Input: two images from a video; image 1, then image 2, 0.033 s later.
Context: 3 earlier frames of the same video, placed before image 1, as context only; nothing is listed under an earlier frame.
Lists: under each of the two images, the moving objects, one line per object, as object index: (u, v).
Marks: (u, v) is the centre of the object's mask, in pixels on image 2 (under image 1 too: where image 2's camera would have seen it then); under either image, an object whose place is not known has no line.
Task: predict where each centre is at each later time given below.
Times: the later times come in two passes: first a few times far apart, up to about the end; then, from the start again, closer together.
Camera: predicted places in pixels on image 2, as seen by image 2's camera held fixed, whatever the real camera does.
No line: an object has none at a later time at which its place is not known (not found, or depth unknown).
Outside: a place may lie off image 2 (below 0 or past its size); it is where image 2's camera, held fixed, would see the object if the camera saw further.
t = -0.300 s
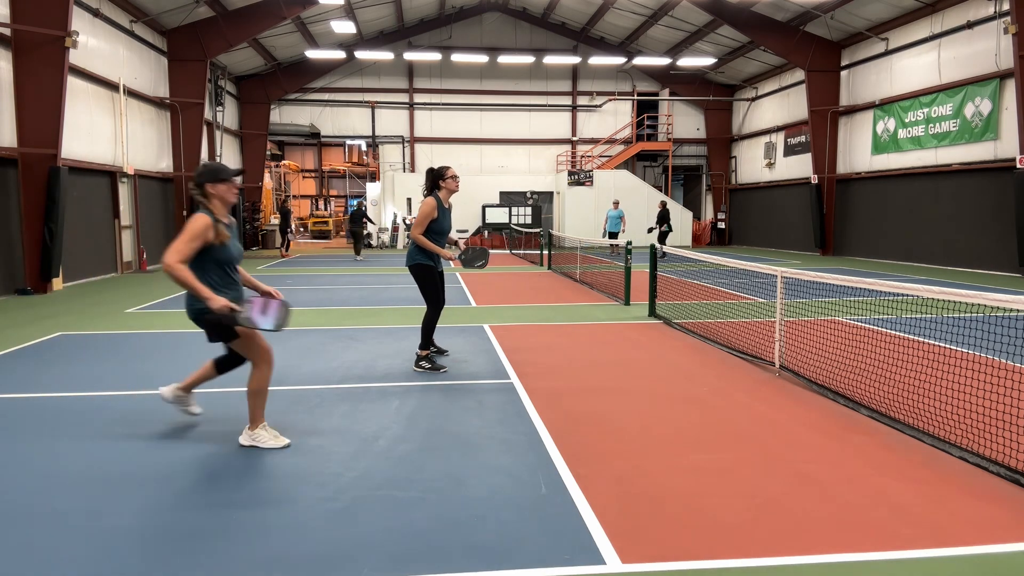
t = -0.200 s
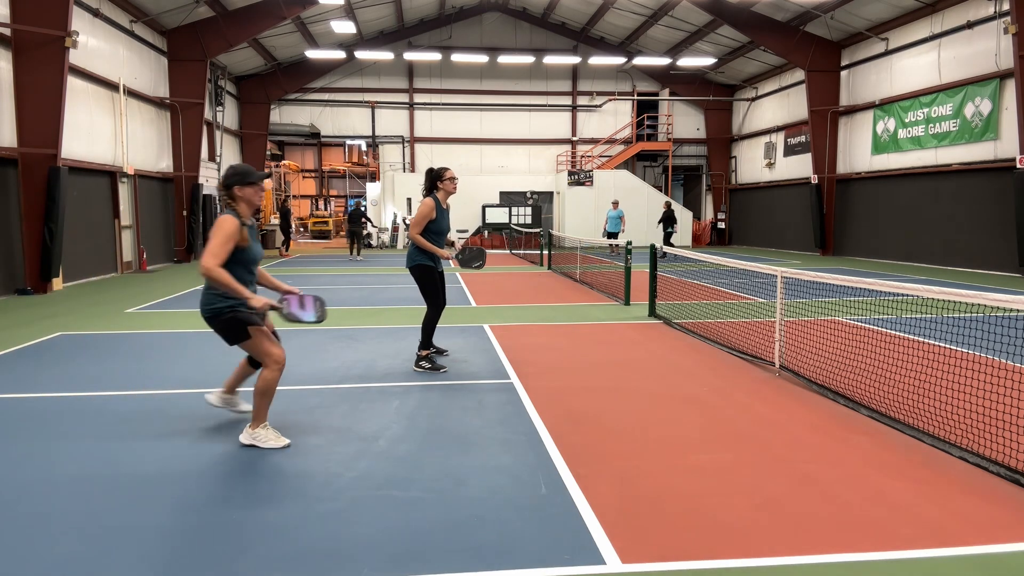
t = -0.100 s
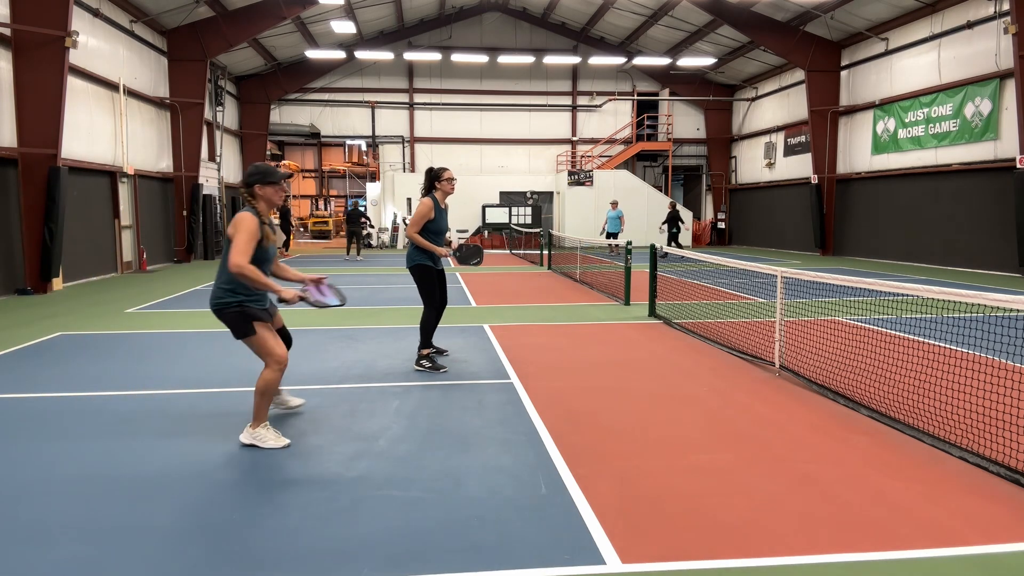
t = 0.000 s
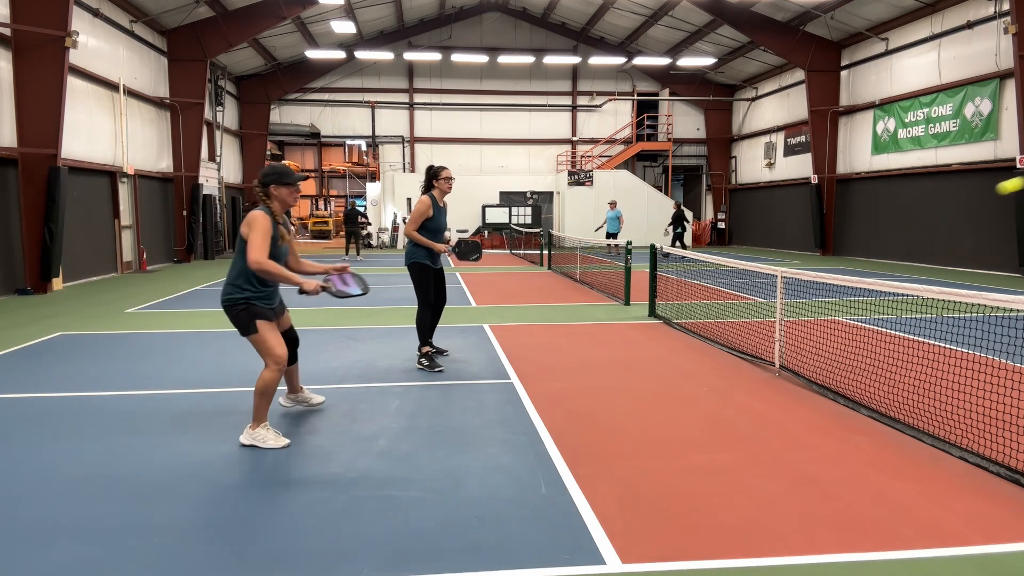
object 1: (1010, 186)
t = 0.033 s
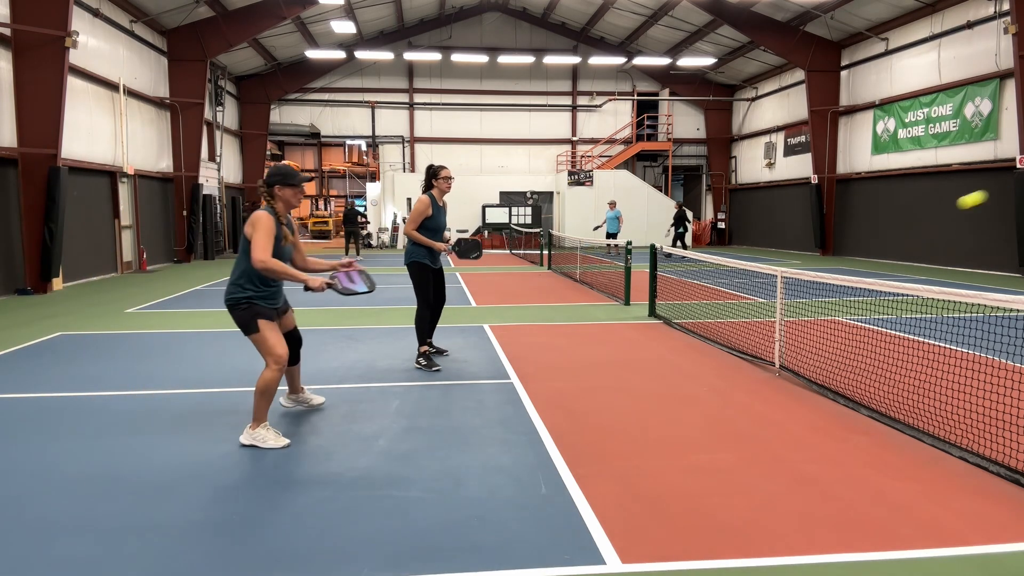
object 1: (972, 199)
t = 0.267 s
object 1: (709, 337)
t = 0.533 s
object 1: (527, 353)
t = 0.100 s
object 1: (894, 232)
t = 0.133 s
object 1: (856, 251)
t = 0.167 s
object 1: (820, 269)
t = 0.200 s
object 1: (781, 291)
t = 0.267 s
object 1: (709, 337)
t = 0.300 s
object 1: (674, 362)
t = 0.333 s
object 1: (643, 387)
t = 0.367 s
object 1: (611, 413)
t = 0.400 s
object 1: (587, 417)
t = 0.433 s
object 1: (571, 398)
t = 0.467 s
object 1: (556, 381)
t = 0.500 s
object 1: (541, 366)
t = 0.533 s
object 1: (527, 353)
